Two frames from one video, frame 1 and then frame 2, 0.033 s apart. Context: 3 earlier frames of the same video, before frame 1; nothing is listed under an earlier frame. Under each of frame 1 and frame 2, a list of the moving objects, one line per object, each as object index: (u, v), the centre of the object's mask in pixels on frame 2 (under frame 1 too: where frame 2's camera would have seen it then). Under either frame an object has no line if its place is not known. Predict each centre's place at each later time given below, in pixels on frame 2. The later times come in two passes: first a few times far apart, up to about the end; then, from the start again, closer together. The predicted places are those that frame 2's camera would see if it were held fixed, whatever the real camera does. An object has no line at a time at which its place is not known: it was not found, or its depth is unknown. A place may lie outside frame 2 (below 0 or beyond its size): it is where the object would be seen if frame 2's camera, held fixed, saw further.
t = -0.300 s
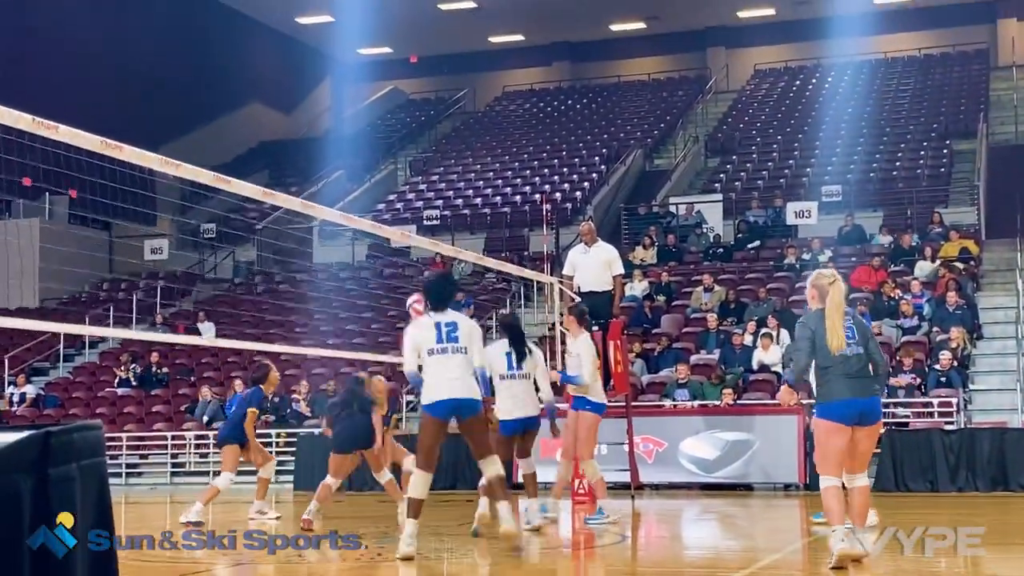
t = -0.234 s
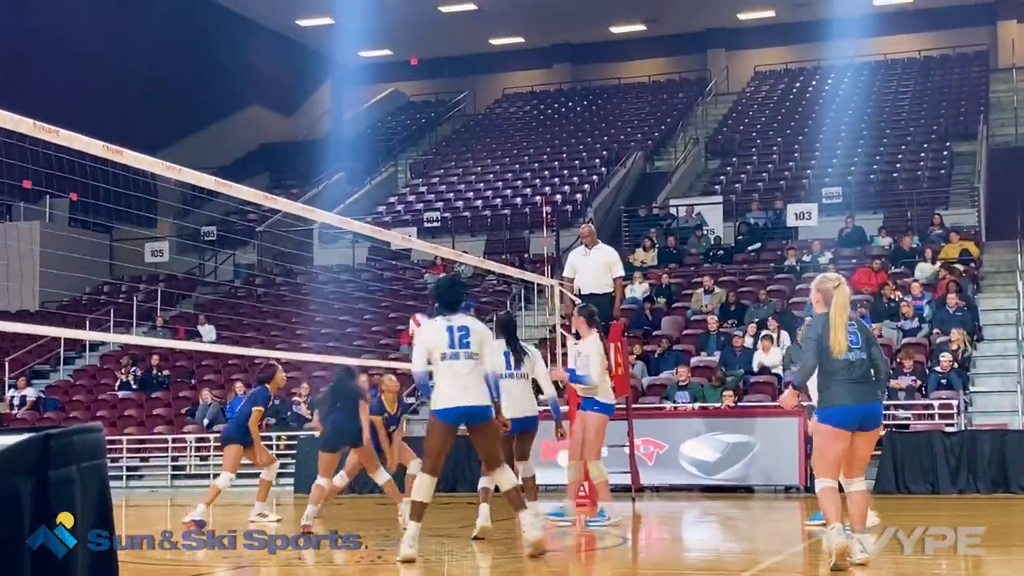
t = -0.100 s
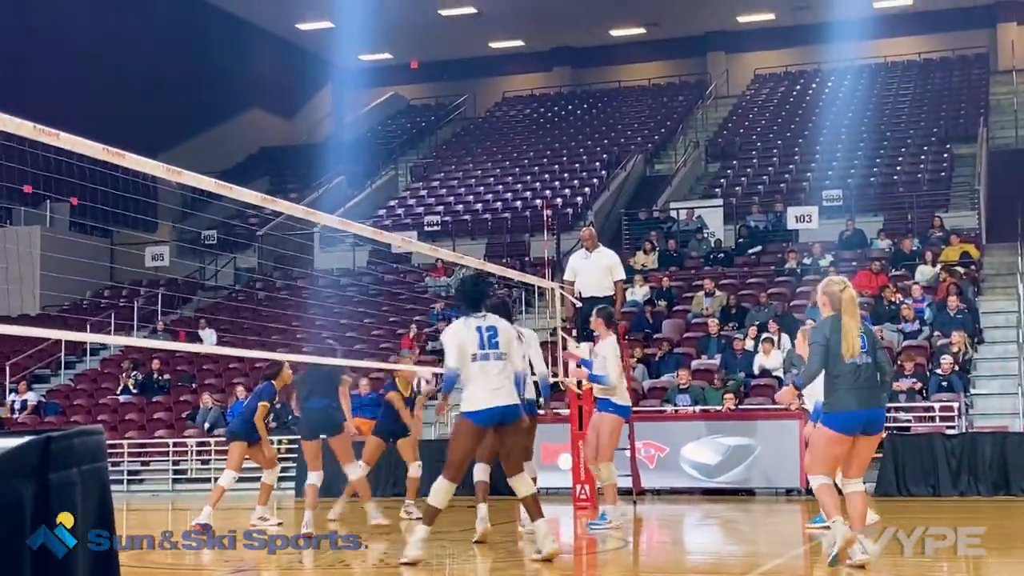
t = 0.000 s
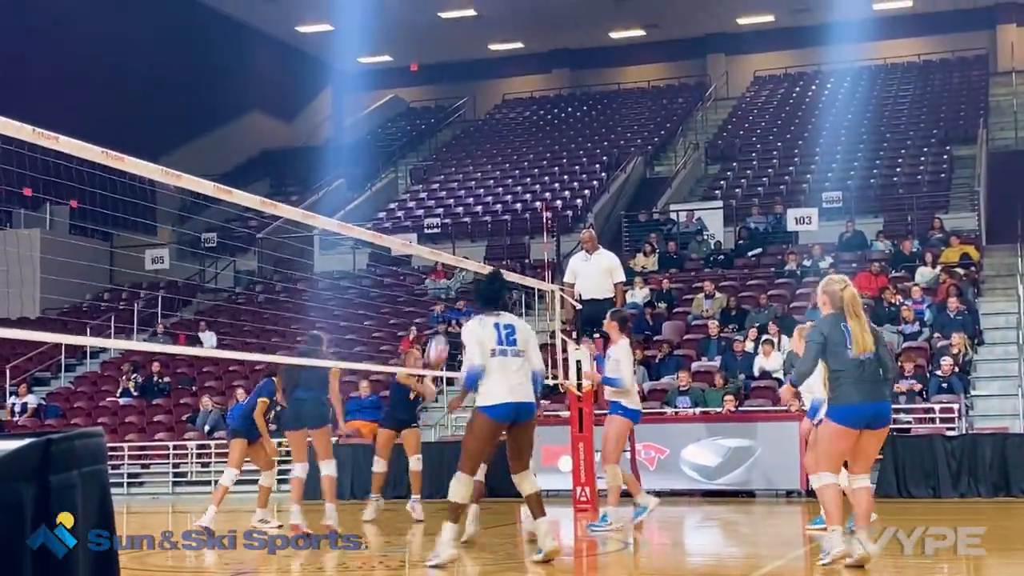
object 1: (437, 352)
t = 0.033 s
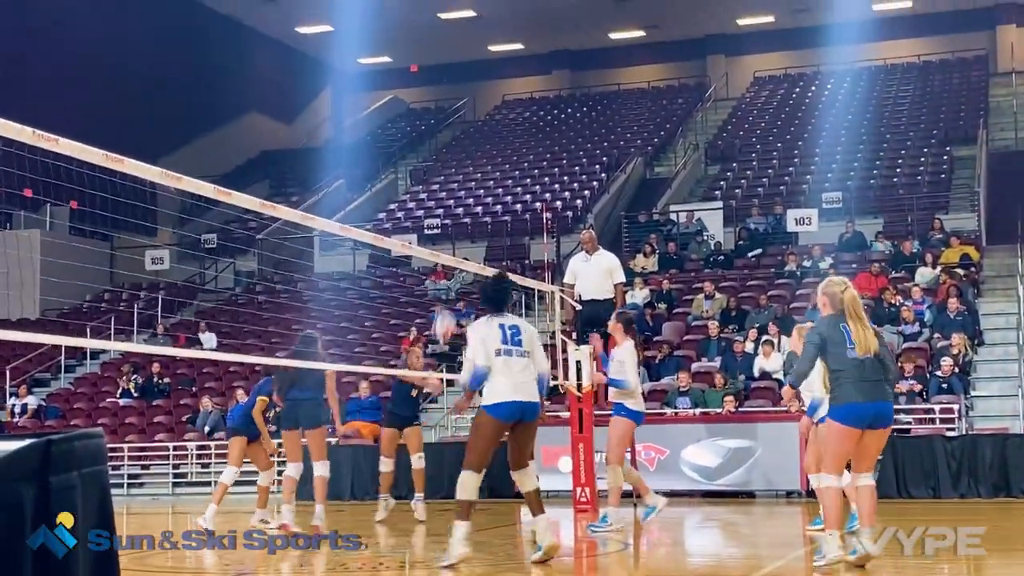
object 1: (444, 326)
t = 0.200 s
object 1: (477, 218)
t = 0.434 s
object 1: (524, 114)
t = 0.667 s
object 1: (571, 67)
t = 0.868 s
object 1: (615, 76)
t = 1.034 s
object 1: (653, 119)
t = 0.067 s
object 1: (451, 302)
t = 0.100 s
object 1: (457, 281)
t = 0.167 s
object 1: (471, 236)
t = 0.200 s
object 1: (477, 218)
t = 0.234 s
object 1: (484, 198)
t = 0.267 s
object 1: (490, 182)
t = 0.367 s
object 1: (510, 137)
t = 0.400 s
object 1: (516, 125)
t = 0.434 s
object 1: (524, 114)
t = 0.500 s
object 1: (537, 94)
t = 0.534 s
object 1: (544, 86)
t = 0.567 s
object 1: (551, 80)
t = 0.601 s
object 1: (557, 75)
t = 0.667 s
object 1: (571, 67)
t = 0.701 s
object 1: (578, 66)
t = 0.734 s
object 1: (585, 65)
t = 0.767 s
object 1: (593, 66)
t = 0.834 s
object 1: (607, 71)
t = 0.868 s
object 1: (615, 76)
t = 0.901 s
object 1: (622, 81)
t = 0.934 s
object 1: (630, 89)
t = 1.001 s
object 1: (645, 107)
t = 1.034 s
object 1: (653, 119)
